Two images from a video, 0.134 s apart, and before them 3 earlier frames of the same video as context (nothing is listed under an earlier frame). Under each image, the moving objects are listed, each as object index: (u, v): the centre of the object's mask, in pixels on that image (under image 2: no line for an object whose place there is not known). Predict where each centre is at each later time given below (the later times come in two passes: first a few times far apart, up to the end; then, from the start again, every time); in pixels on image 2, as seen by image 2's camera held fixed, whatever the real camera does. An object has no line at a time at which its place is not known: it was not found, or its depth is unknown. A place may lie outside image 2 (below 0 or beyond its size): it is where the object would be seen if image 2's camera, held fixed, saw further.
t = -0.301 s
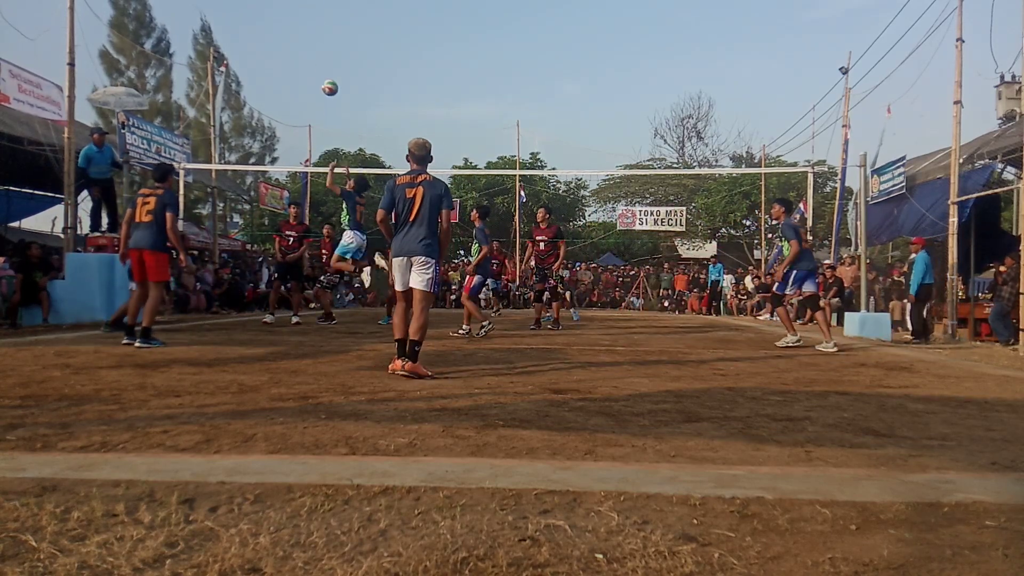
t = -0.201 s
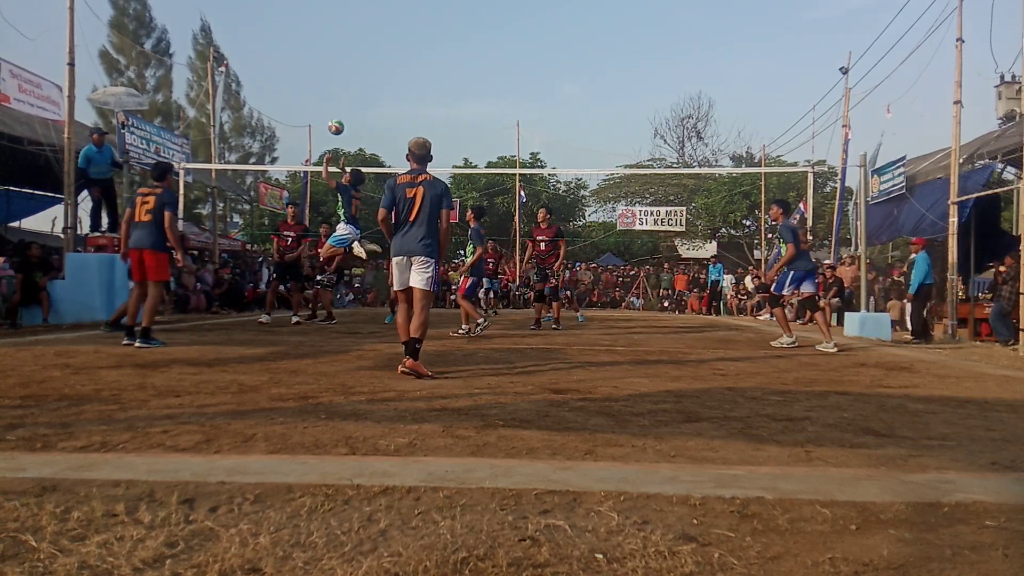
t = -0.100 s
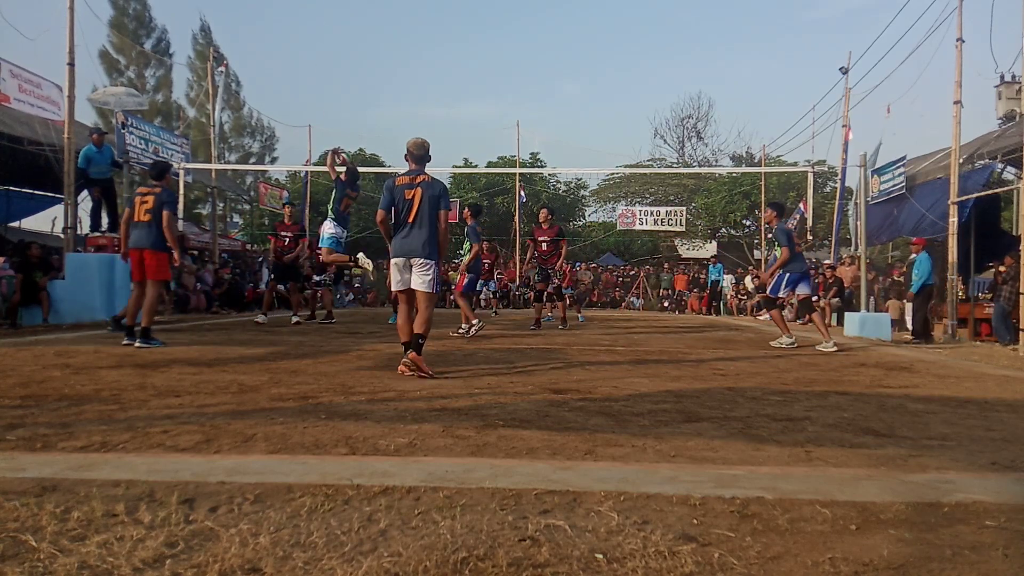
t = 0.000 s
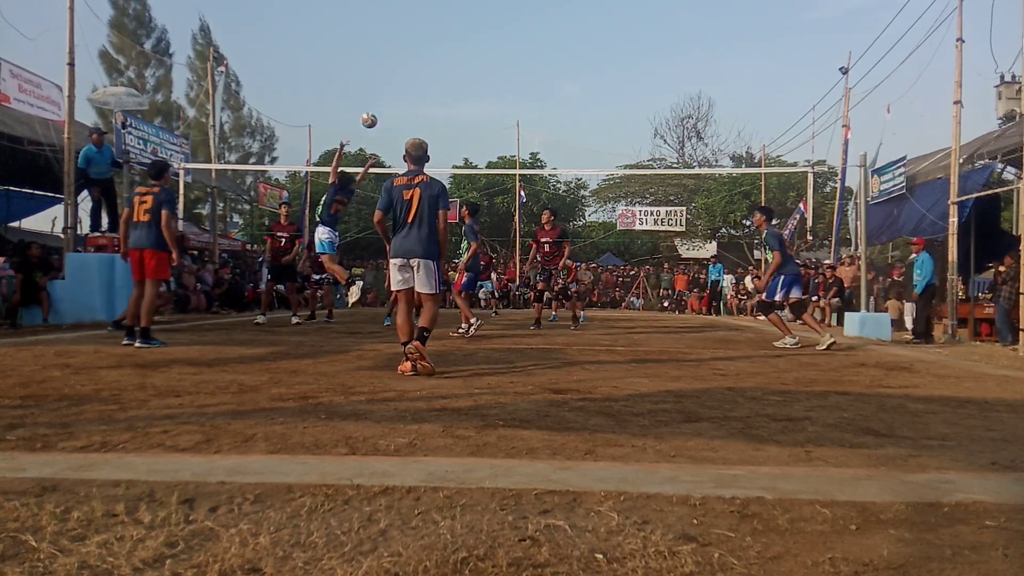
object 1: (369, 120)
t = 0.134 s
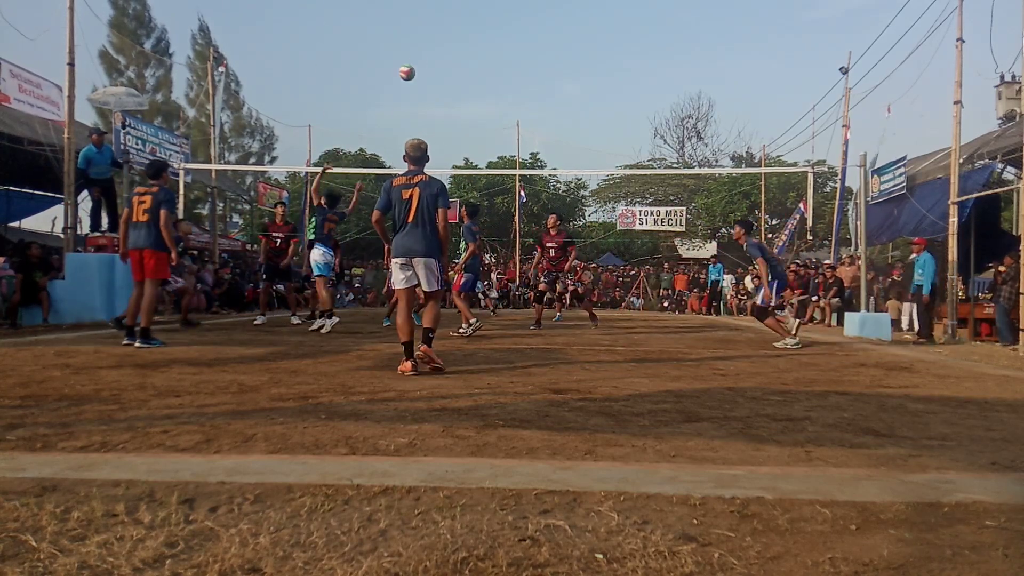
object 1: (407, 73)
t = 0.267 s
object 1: (445, 38)
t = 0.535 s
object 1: (522, 8)
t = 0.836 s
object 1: (608, 37)
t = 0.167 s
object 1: (416, 63)
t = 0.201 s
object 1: (426, 54)
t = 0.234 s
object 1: (435, 45)
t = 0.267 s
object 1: (445, 38)
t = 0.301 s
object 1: (454, 31)
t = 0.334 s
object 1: (464, 25)
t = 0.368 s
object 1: (474, 20)
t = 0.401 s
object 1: (483, 16)
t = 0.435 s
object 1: (493, 13)
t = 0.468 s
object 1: (503, 10)
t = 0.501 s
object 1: (512, 8)
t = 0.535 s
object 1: (522, 8)
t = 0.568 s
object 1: (531, 8)
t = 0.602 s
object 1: (541, 8)
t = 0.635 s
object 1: (551, 9)
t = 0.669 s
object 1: (560, 12)
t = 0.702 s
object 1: (570, 15)
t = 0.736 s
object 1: (579, 20)
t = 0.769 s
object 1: (589, 25)
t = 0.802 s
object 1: (599, 31)
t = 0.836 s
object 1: (608, 37)
